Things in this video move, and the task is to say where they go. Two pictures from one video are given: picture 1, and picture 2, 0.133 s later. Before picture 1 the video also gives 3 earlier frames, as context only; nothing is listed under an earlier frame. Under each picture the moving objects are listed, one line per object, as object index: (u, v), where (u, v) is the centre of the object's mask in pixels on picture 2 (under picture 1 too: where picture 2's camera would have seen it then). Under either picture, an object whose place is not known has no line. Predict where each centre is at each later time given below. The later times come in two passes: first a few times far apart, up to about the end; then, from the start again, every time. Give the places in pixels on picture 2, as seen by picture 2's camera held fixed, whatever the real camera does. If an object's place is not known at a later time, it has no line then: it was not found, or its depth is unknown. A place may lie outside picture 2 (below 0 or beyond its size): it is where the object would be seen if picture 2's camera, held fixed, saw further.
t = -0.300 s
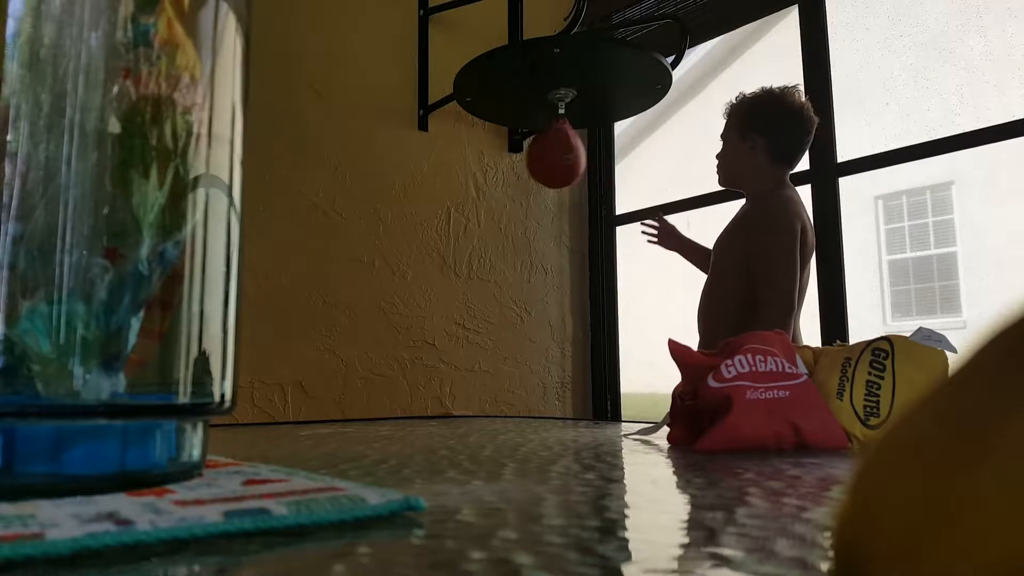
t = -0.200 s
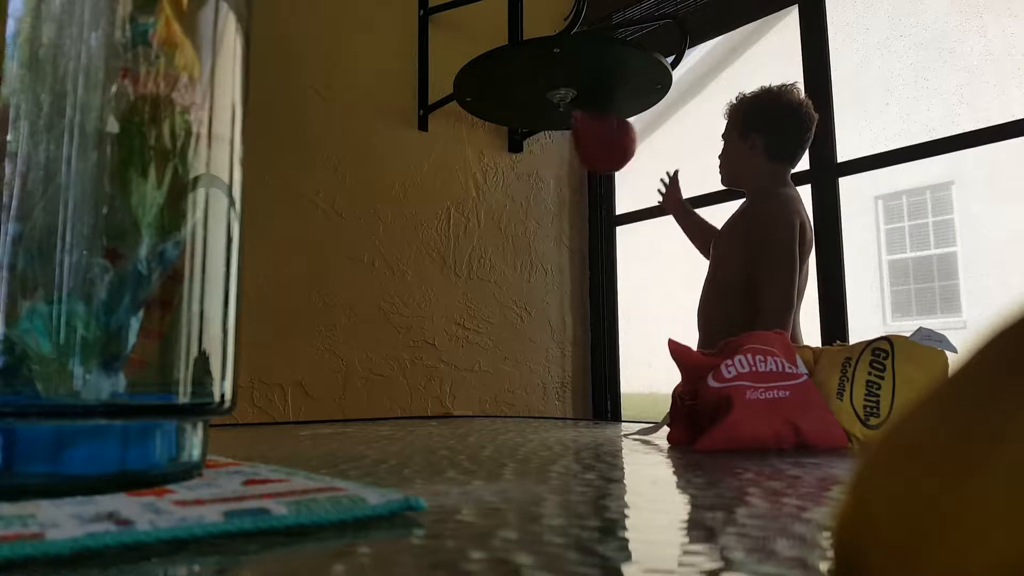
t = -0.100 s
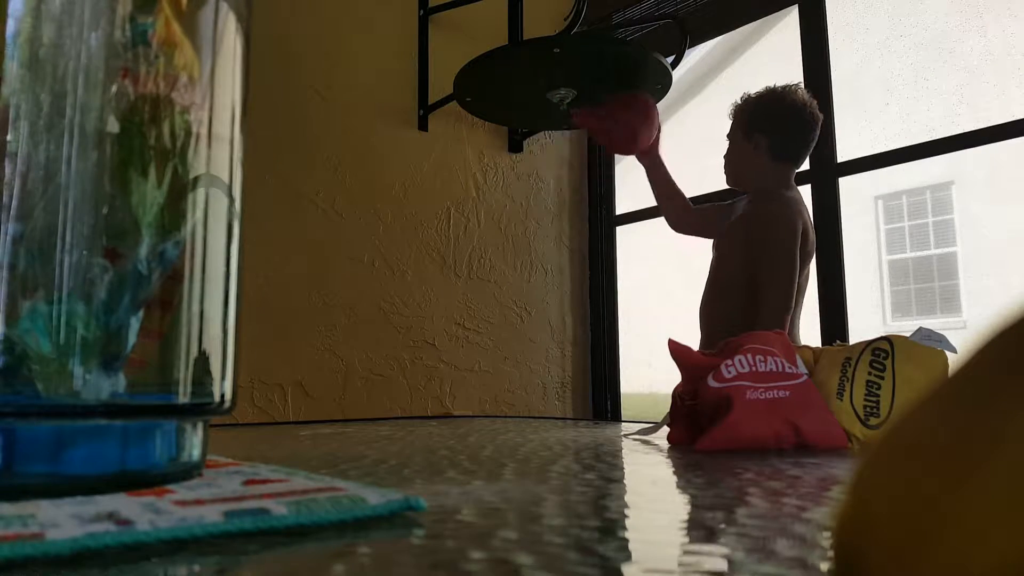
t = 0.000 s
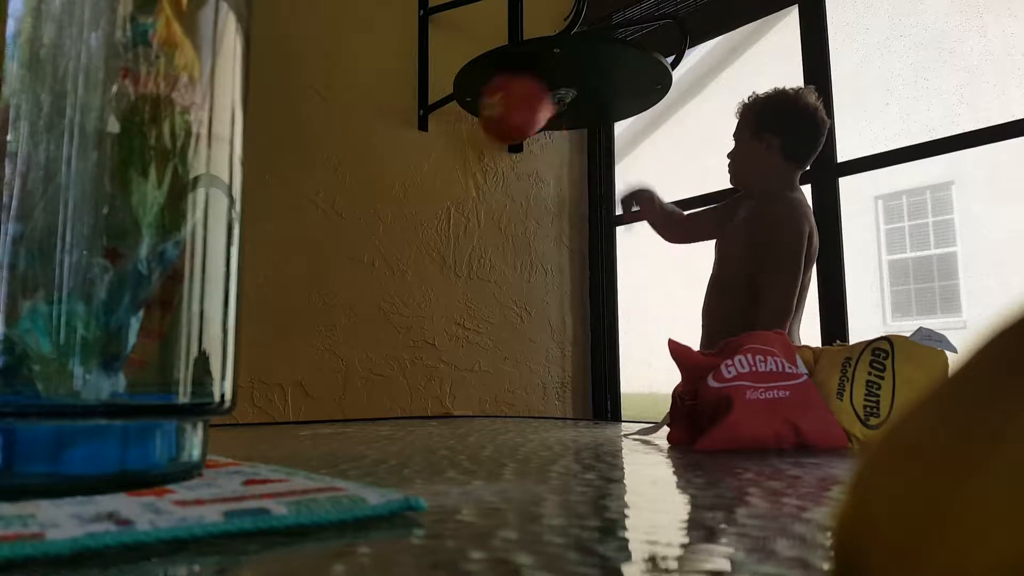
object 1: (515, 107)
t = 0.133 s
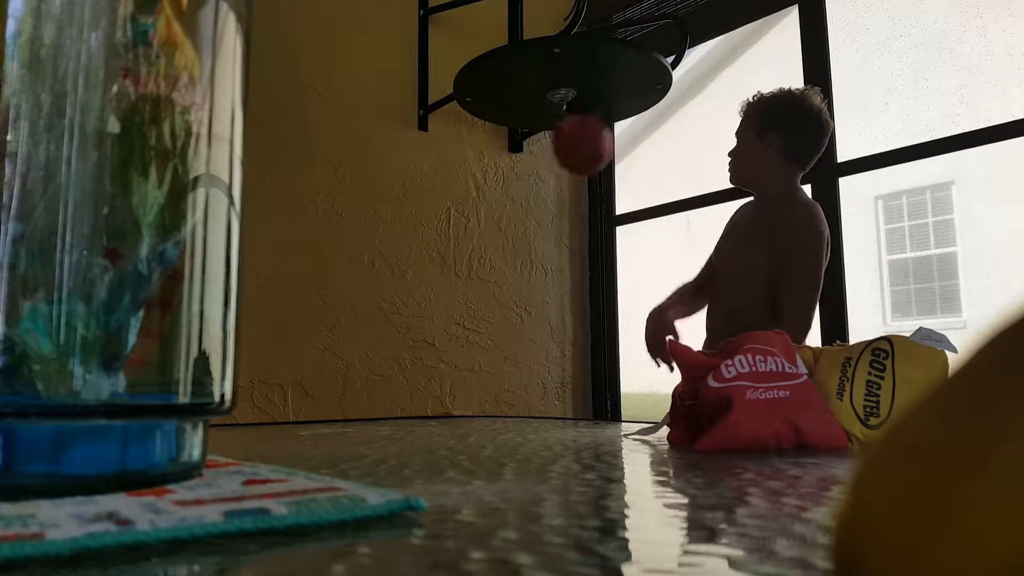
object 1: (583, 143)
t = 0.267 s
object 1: (597, 99)
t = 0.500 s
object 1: (569, 145)
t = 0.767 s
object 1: (527, 115)
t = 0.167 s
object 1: (609, 135)
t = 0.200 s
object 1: (620, 122)
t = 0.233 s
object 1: (614, 112)
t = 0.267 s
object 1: (597, 99)
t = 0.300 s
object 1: (561, 99)
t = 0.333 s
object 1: (525, 110)
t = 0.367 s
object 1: (505, 117)
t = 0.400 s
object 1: (504, 126)
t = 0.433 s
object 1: (517, 139)
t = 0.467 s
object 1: (541, 147)
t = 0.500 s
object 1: (569, 145)
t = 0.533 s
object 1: (590, 145)
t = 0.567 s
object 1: (607, 139)
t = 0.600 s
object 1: (618, 129)
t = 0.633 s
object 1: (619, 118)
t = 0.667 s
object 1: (608, 103)
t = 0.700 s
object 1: (586, 103)
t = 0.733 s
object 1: (555, 108)
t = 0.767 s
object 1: (527, 115)
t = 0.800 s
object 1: (513, 119)
